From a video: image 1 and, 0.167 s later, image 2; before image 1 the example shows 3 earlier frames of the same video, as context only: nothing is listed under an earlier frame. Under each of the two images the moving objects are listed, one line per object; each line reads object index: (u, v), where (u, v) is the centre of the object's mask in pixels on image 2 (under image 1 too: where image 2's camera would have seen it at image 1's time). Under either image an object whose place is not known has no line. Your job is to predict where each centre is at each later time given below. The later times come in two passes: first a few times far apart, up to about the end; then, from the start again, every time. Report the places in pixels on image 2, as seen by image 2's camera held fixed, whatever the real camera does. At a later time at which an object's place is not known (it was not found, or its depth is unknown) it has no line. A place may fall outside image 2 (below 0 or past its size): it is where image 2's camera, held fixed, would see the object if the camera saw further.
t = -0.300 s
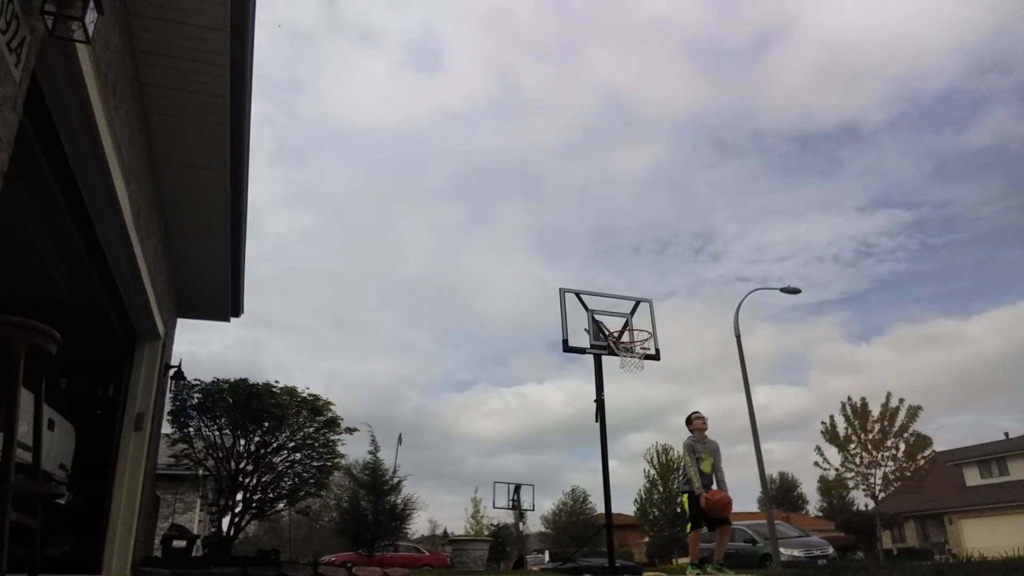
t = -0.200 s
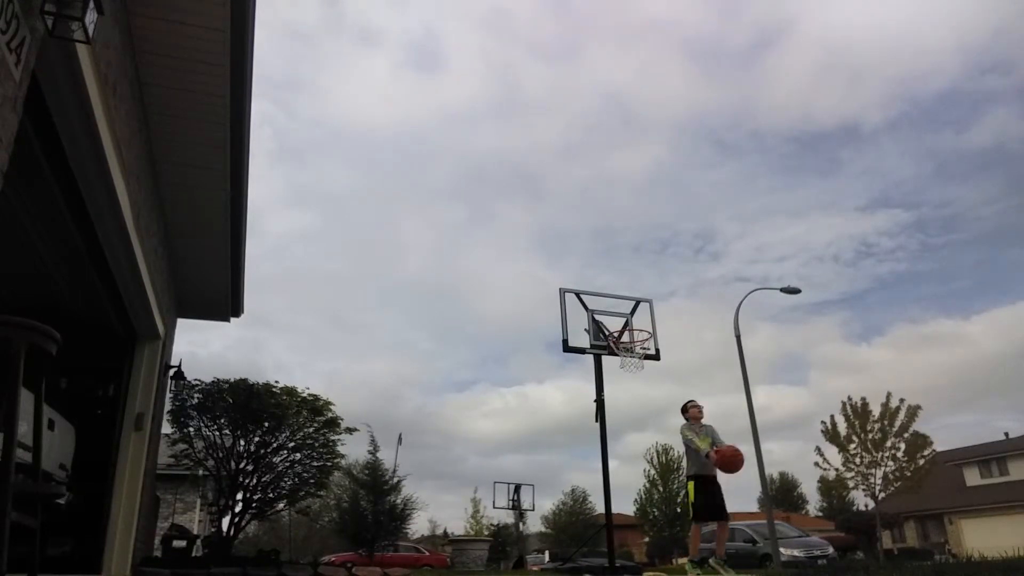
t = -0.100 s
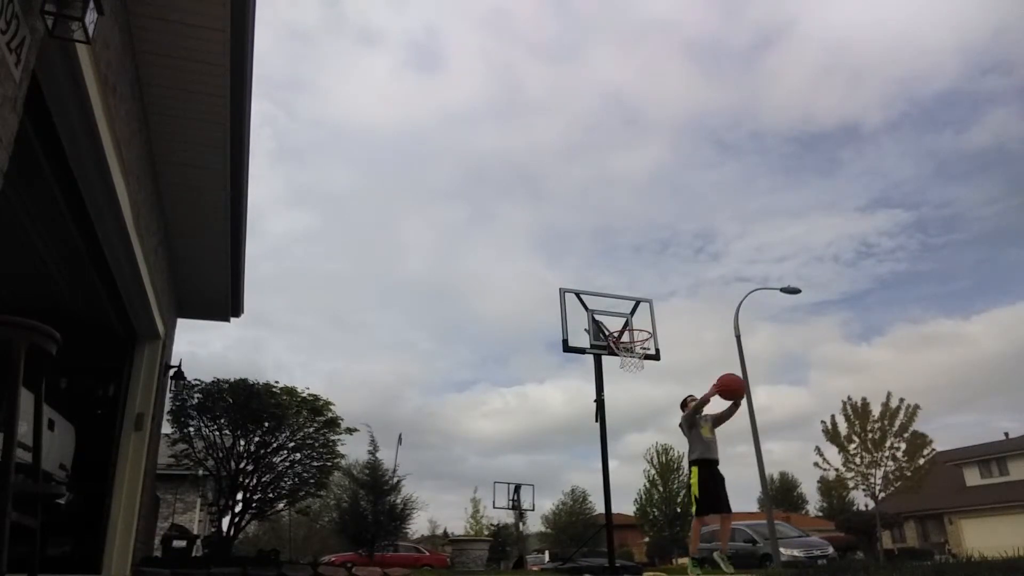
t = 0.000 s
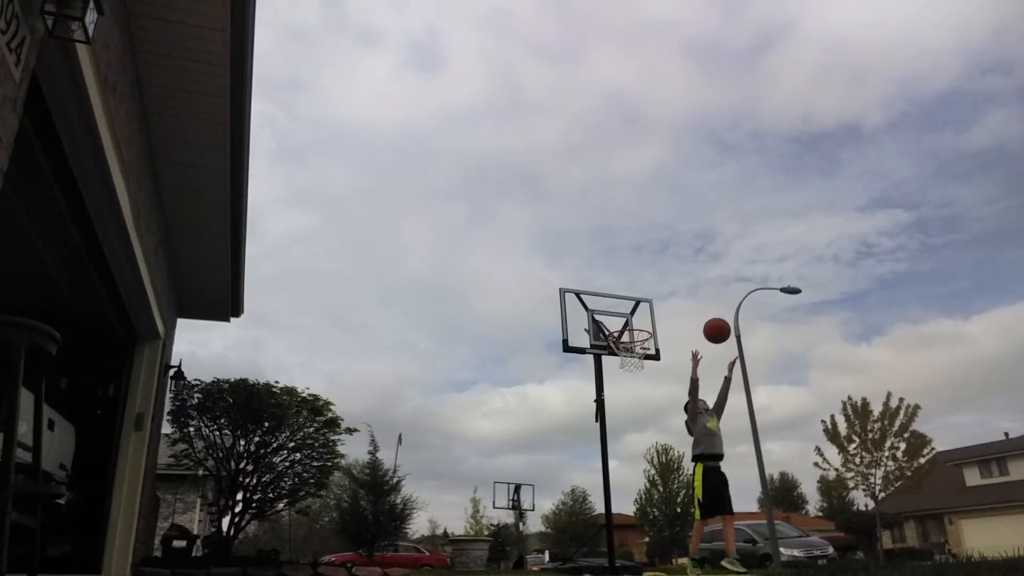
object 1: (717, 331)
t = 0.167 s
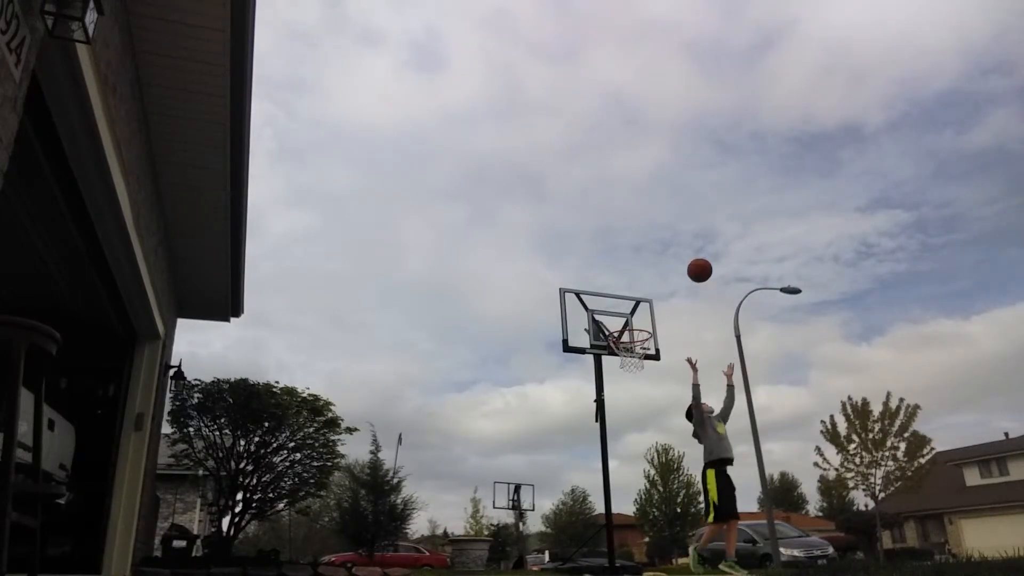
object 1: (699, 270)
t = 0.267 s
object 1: (692, 250)
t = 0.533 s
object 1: (680, 241)
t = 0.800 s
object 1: (676, 288)
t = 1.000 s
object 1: (678, 359)
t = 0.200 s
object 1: (697, 262)
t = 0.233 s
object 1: (694, 256)
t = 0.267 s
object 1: (692, 250)
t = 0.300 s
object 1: (690, 245)
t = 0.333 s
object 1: (688, 242)
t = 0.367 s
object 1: (686, 239)
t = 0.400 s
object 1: (685, 238)
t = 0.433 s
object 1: (683, 237)
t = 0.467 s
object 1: (682, 237)
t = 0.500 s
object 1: (681, 239)
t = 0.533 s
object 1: (680, 241)
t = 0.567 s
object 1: (679, 244)
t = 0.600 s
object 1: (678, 248)
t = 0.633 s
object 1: (677, 252)
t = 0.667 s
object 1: (677, 258)
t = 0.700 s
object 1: (677, 264)
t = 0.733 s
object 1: (676, 271)
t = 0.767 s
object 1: (676, 279)
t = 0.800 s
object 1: (676, 288)
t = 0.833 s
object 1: (676, 298)
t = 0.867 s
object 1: (676, 308)
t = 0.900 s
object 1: (677, 320)
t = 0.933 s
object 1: (677, 332)
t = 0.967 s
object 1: (677, 345)
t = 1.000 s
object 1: (678, 359)
